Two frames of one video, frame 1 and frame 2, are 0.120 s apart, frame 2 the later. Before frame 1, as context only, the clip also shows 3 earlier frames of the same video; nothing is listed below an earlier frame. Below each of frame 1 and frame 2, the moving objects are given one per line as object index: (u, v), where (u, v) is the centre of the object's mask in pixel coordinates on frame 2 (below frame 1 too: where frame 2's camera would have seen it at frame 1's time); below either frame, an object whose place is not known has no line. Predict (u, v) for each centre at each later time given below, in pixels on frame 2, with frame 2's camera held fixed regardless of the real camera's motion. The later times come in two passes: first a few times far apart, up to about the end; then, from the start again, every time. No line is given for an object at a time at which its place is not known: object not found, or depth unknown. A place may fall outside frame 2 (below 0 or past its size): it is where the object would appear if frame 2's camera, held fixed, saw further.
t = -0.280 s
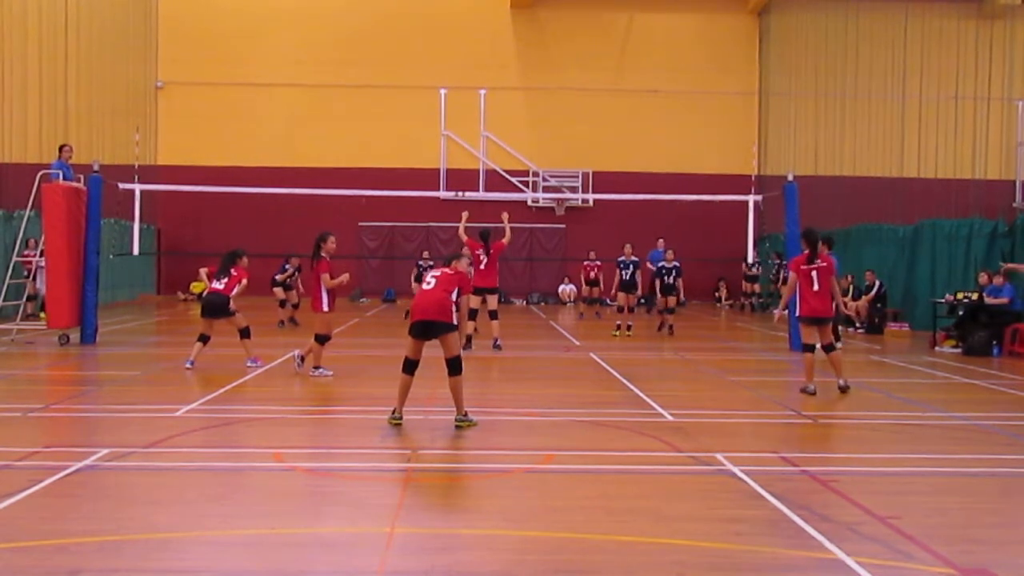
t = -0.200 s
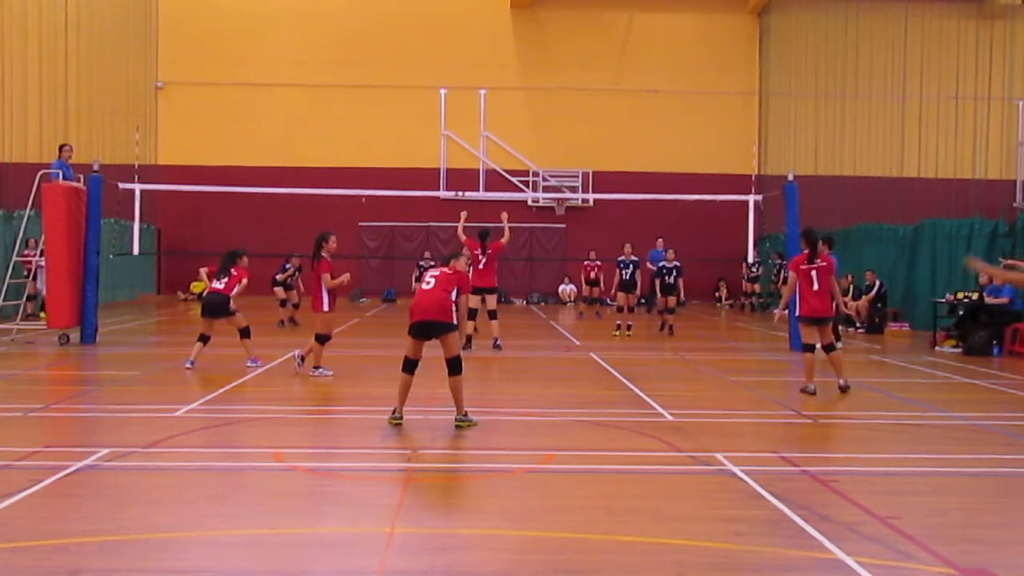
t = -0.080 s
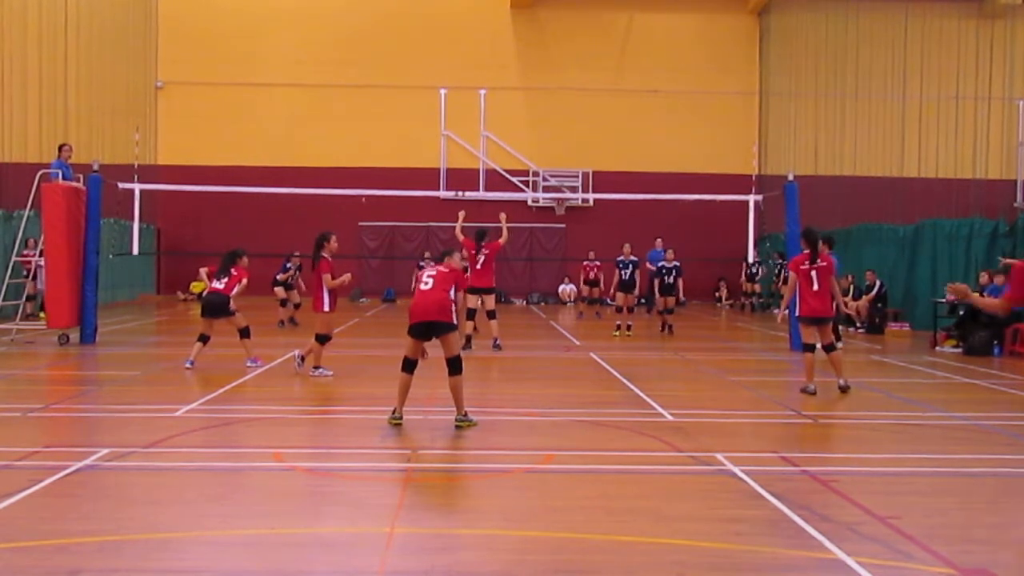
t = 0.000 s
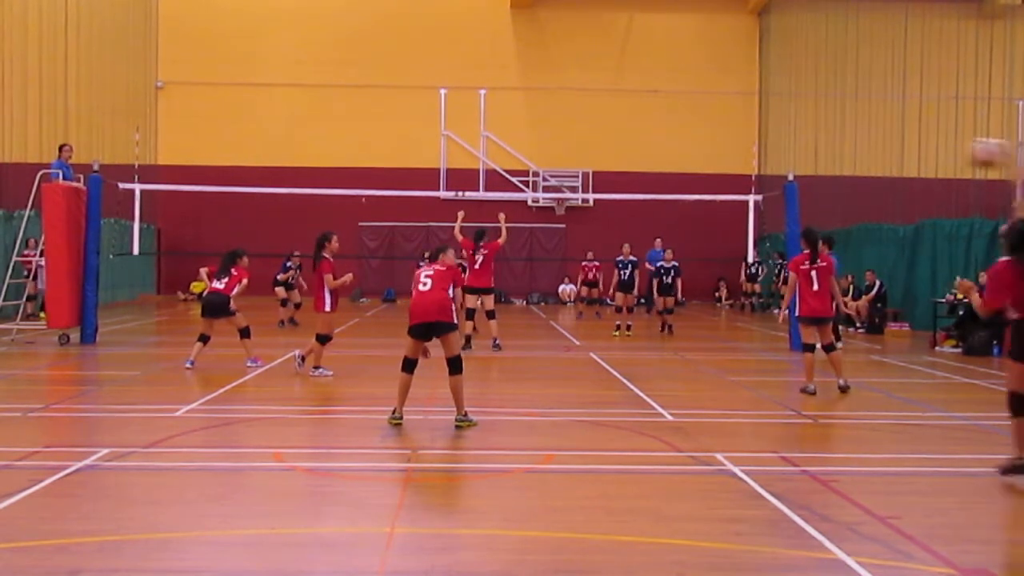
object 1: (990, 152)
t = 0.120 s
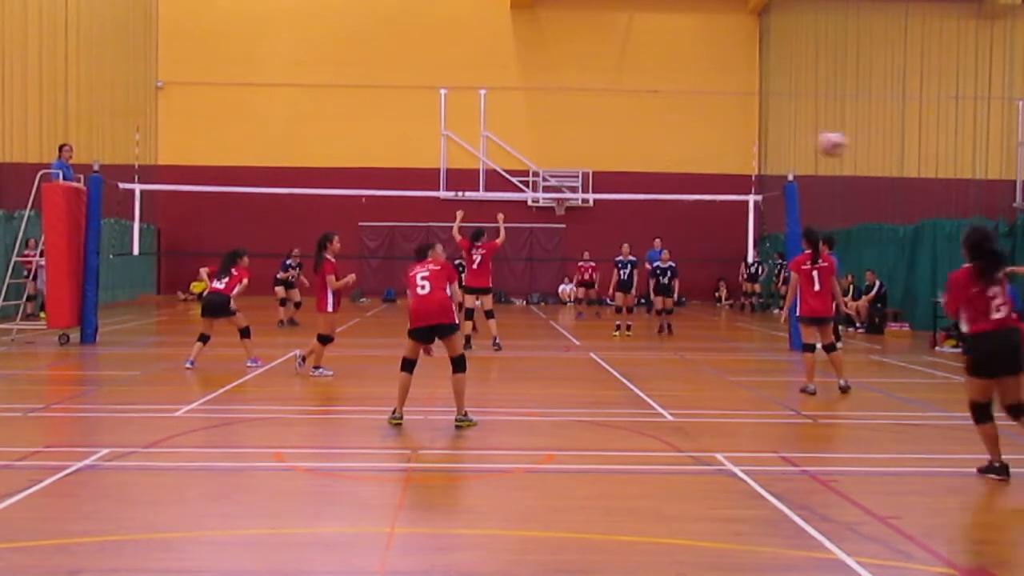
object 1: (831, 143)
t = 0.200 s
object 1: (765, 143)
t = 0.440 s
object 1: (646, 167)
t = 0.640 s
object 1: (595, 194)
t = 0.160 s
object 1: (795, 142)
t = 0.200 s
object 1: (765, 143)
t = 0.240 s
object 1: (739, 146)
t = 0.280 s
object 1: (716, 148)
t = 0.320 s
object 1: (697, 152)
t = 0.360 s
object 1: (677, 157)
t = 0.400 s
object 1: (660, 162)
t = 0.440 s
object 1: (646, 167)
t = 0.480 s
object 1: (632, 174)
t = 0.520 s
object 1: (620, 181)
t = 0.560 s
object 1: (610, 187)
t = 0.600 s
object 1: (601, 191)
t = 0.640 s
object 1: (595, 194)
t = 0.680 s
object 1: (587, 199)
